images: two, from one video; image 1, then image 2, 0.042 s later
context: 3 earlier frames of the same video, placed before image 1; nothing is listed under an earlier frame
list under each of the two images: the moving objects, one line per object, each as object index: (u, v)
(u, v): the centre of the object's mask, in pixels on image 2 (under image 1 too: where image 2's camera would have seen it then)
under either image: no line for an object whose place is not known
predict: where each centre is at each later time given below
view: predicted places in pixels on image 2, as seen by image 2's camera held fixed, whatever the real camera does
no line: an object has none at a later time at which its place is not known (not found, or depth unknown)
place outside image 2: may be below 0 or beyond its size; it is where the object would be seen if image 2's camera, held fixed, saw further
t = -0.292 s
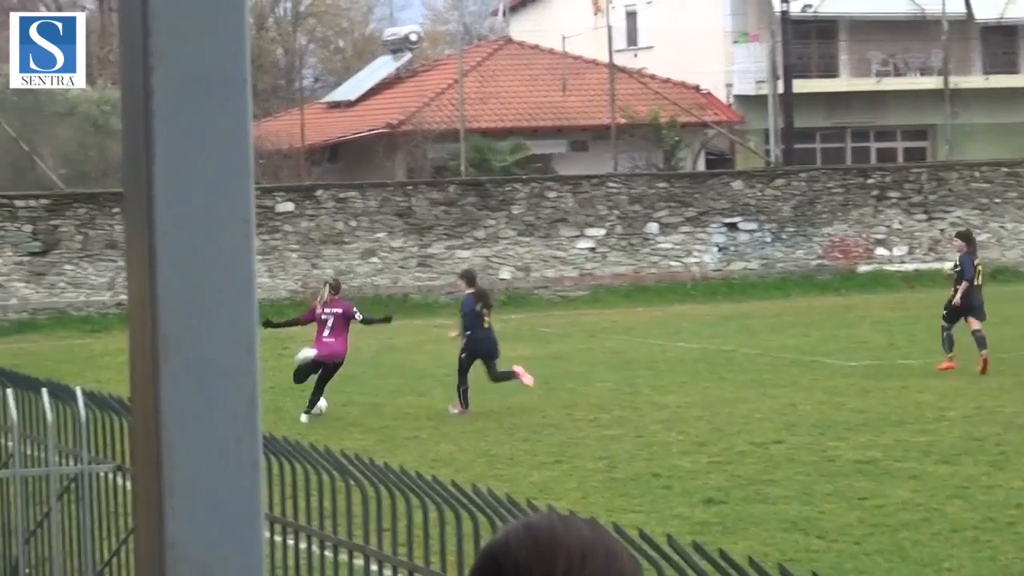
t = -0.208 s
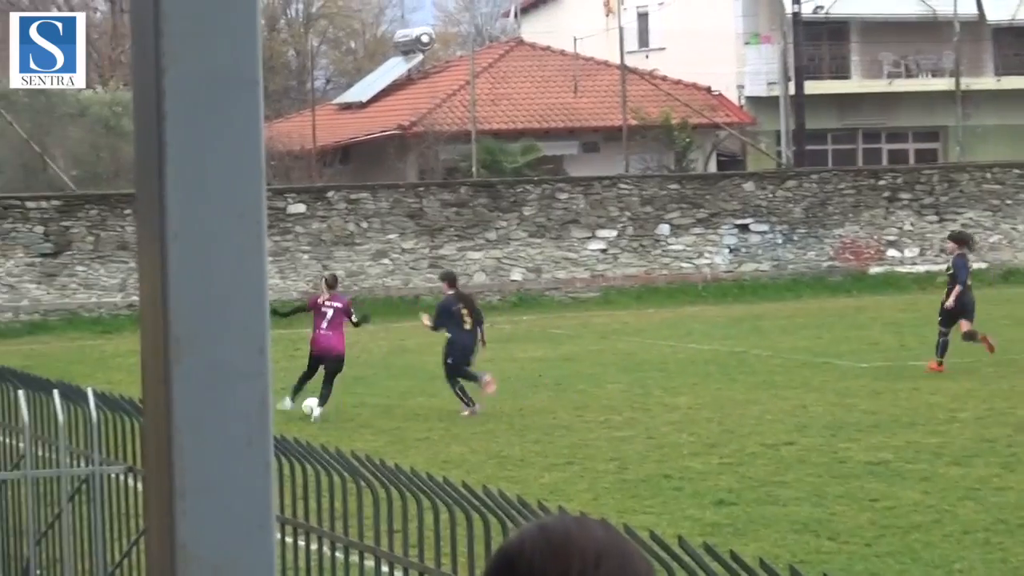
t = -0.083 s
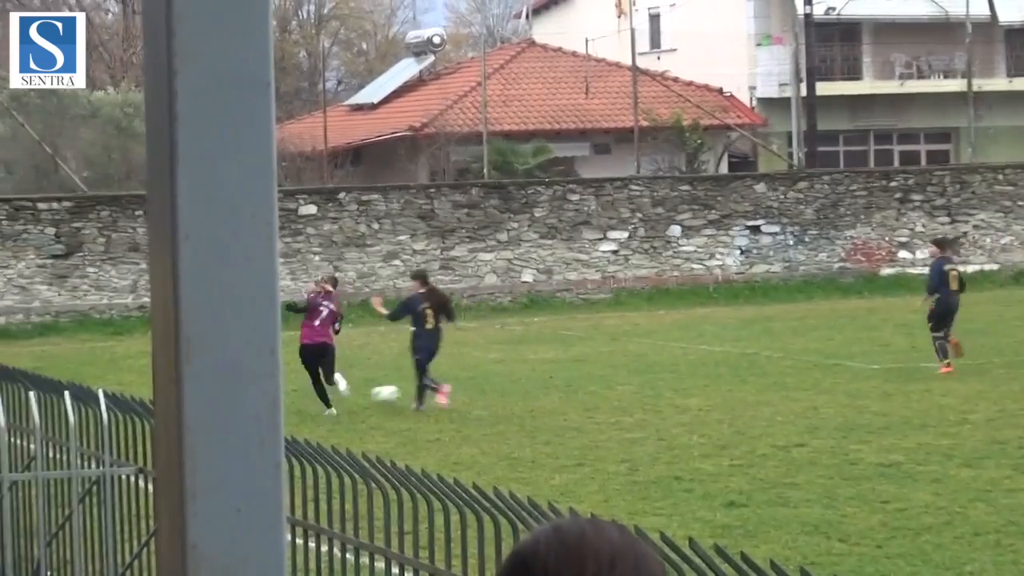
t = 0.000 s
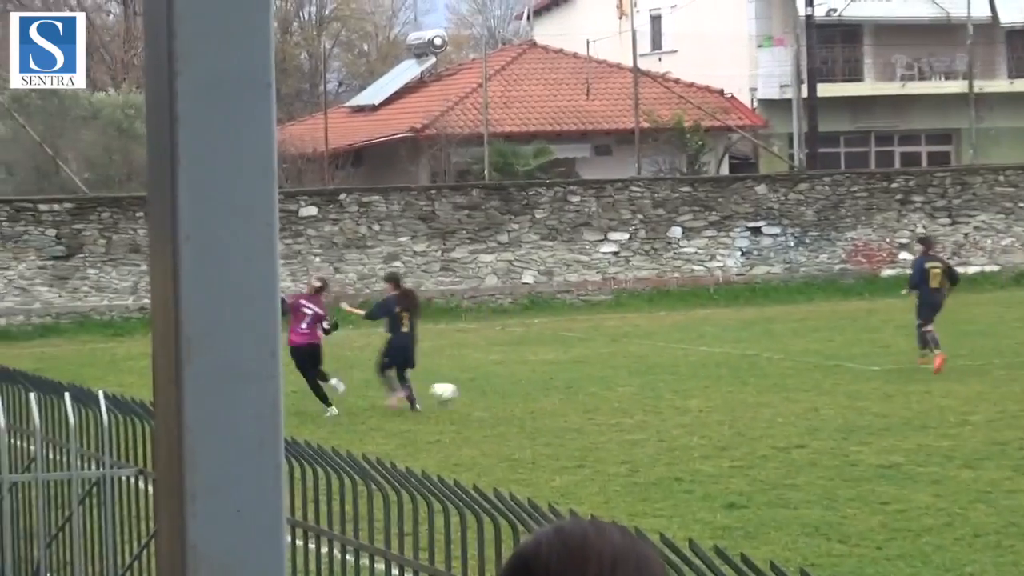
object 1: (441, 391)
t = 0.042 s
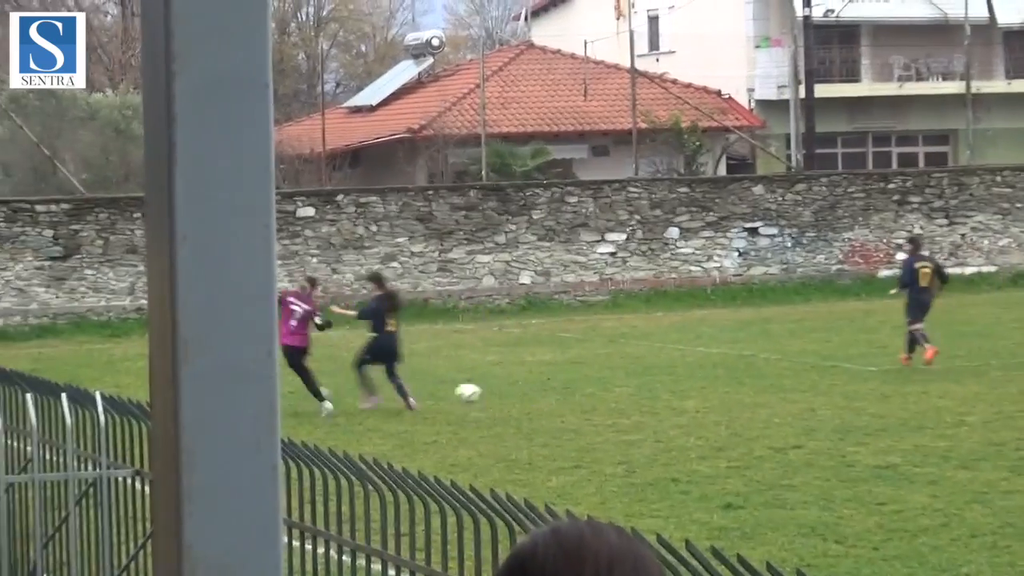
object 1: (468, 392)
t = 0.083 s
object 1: (493, 390)
